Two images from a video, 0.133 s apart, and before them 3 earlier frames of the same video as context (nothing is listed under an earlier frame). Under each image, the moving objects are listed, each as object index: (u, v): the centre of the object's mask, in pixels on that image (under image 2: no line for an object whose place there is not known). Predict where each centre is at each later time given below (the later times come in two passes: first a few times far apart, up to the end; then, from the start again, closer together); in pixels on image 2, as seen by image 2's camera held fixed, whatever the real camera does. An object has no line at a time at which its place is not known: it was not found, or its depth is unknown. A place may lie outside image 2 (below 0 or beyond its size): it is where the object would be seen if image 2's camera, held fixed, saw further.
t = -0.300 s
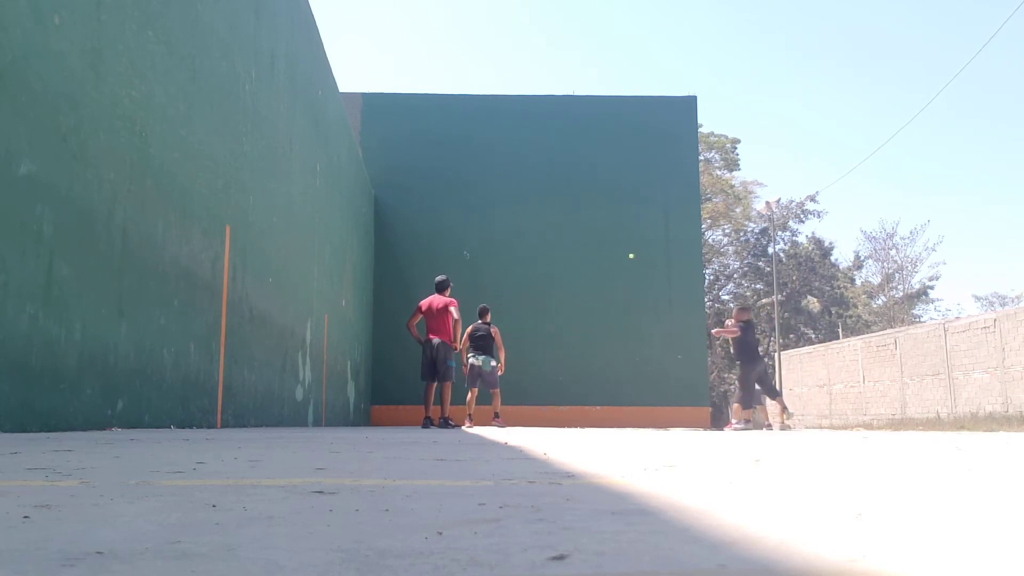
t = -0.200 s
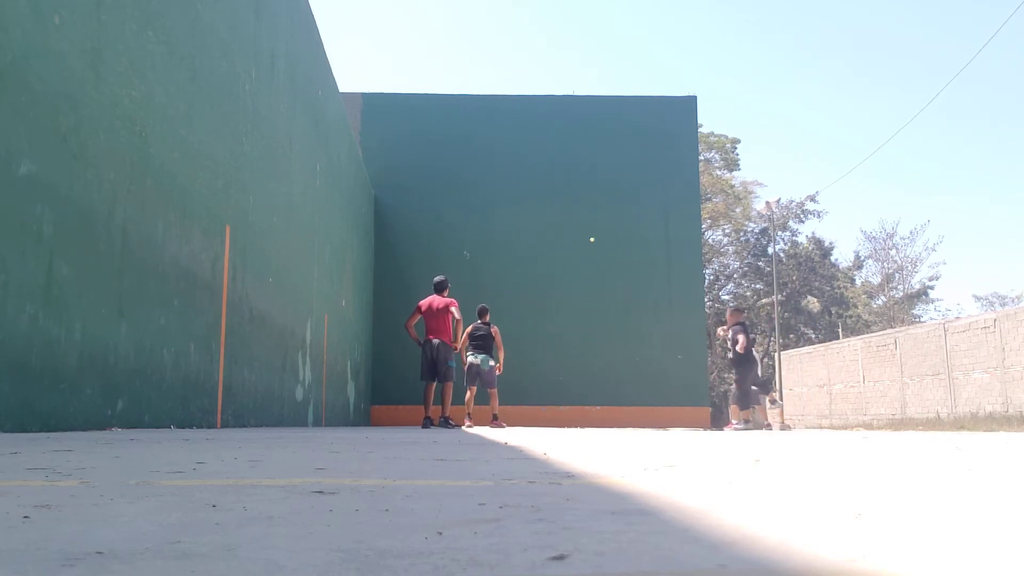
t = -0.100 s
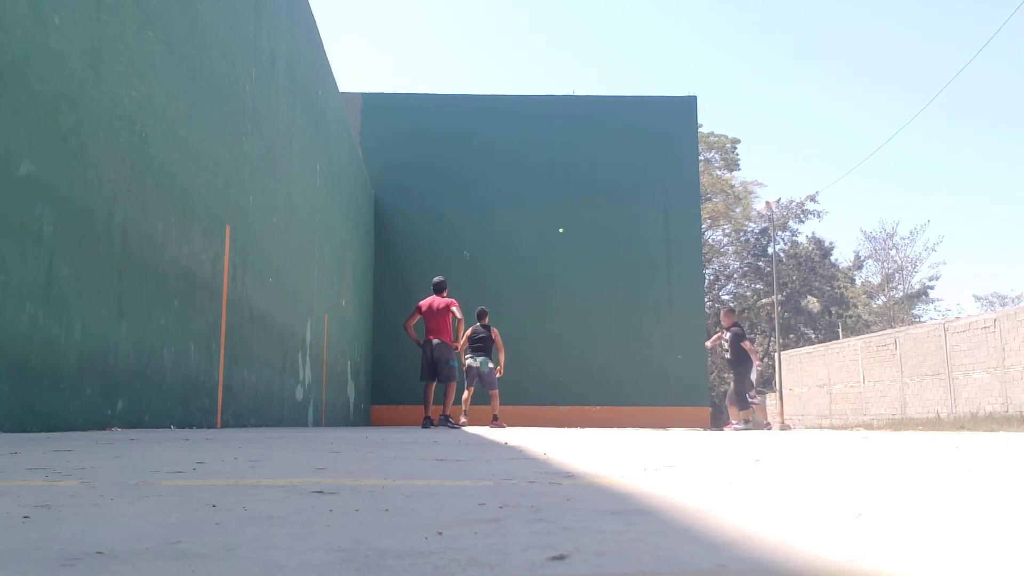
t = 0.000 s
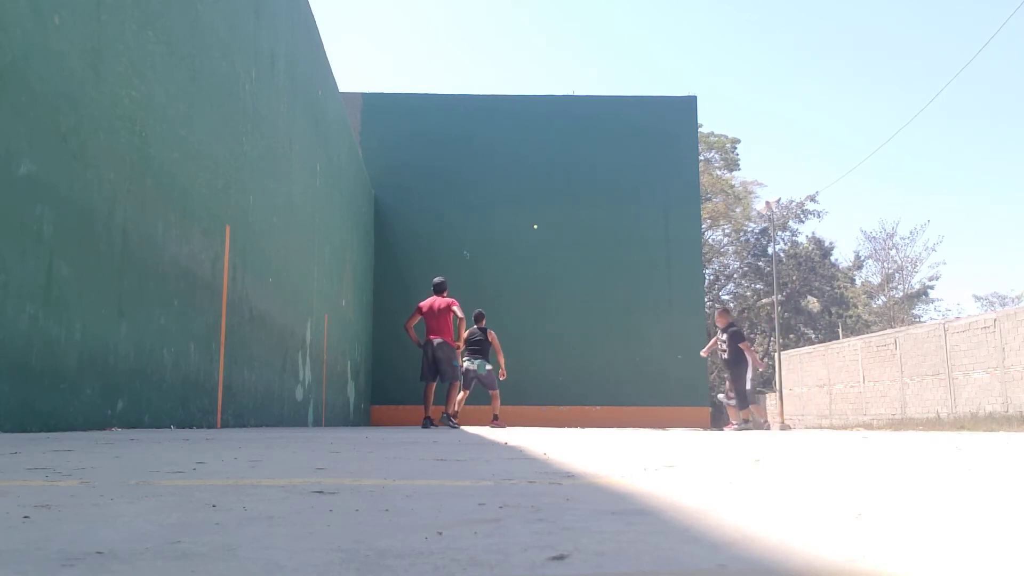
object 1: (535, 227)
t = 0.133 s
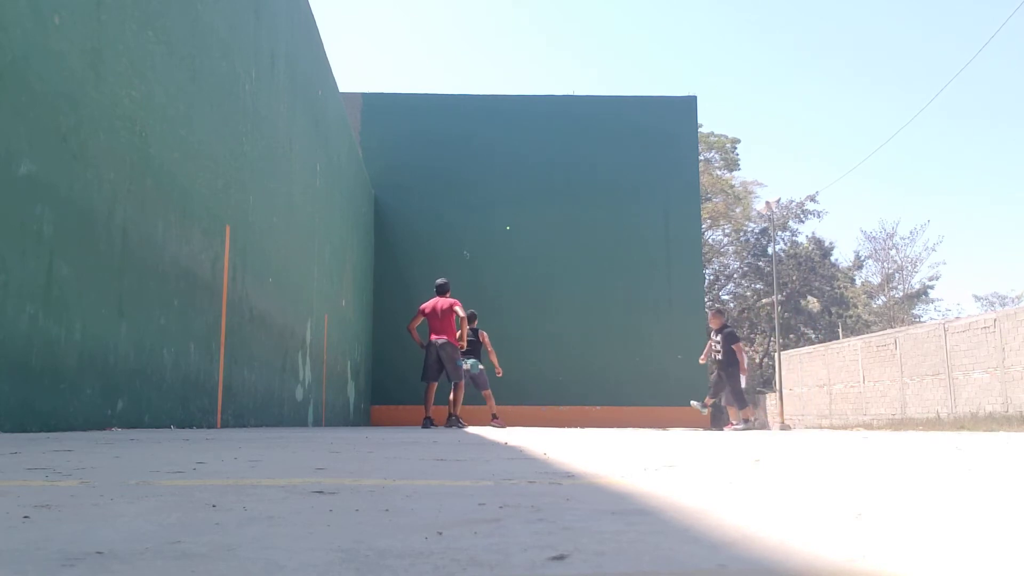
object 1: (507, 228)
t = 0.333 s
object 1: (488, 211)
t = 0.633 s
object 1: (466, 190)
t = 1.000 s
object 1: (429, 210)
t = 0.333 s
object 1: (488, 211)
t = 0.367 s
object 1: (486, 208)
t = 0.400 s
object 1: (484, 204)
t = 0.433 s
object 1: (482, 201)
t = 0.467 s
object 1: (479, 199)
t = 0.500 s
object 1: (477, 196)
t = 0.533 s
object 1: (474, 194)
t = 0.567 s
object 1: (471, 192)
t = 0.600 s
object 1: (469, 191)
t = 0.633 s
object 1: (466, 190)
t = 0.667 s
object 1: (463, 189)
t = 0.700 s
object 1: (460, 189)
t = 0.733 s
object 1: (457, 189)
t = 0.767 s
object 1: (454, 190)
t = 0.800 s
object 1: (451, 191)
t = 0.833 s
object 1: (448, 193)
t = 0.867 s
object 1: (444, 195)
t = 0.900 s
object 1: (441, 198)
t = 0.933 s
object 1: (437, 201)
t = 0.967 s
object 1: (433, 205)
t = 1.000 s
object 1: (429, 210)
